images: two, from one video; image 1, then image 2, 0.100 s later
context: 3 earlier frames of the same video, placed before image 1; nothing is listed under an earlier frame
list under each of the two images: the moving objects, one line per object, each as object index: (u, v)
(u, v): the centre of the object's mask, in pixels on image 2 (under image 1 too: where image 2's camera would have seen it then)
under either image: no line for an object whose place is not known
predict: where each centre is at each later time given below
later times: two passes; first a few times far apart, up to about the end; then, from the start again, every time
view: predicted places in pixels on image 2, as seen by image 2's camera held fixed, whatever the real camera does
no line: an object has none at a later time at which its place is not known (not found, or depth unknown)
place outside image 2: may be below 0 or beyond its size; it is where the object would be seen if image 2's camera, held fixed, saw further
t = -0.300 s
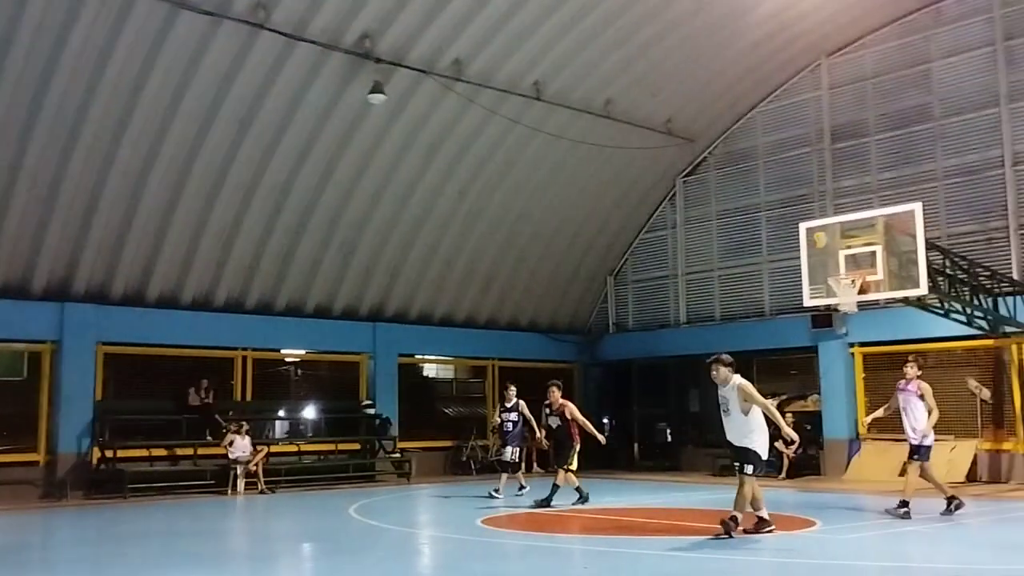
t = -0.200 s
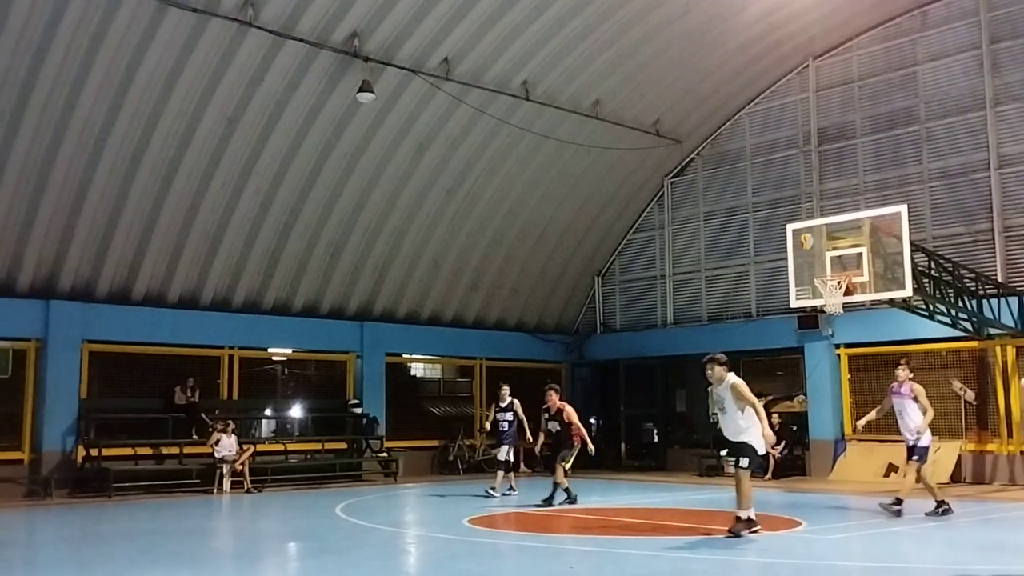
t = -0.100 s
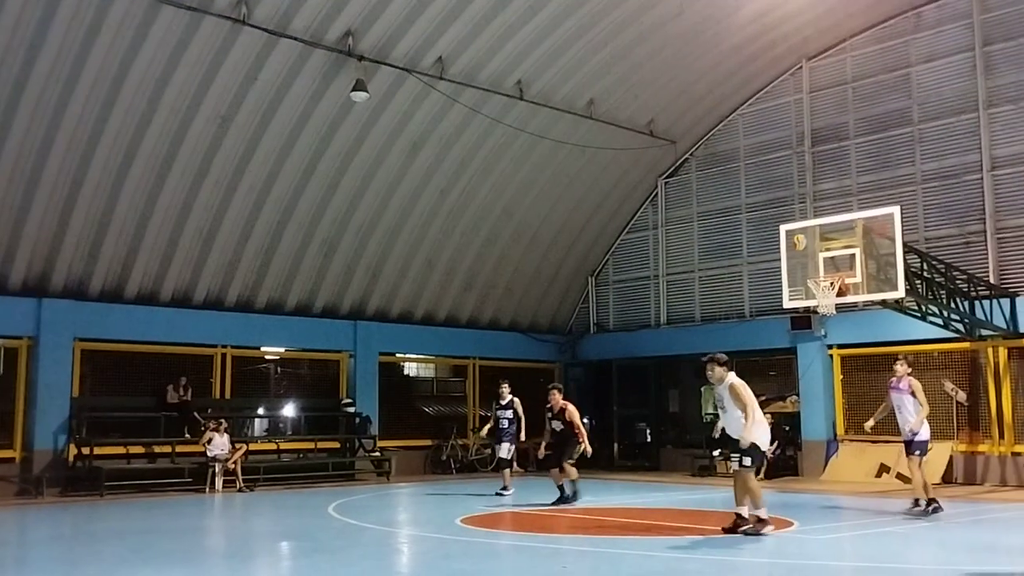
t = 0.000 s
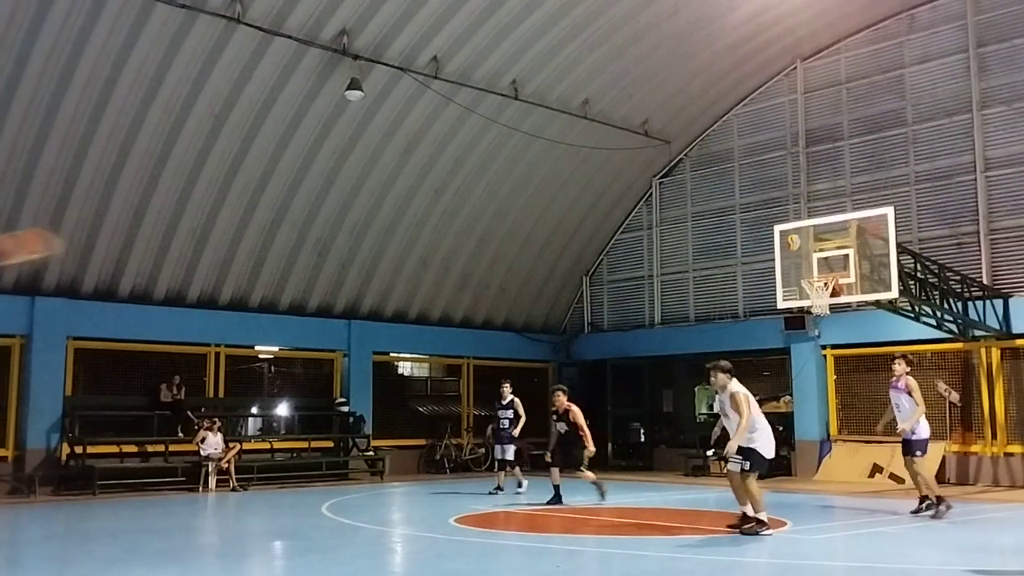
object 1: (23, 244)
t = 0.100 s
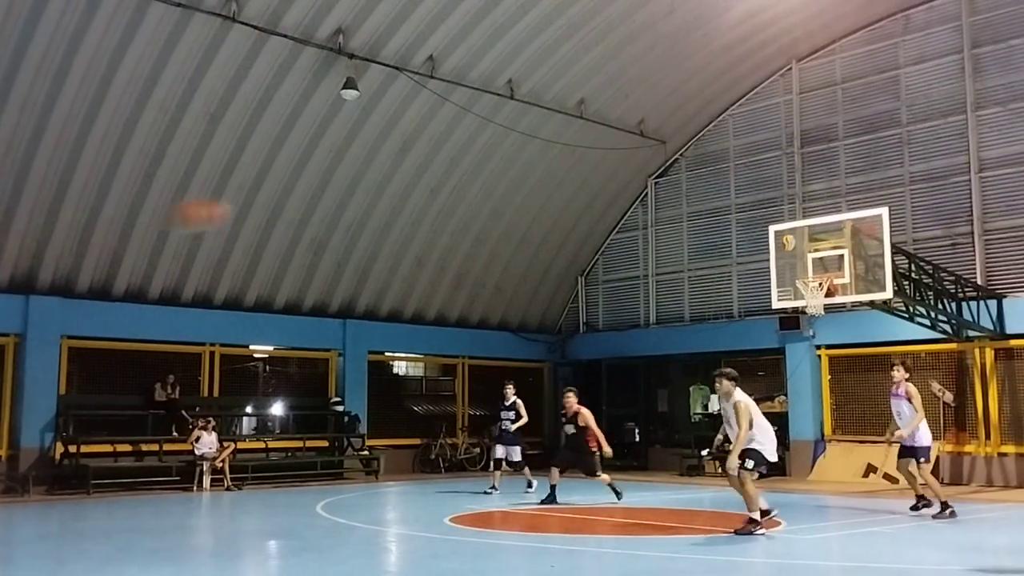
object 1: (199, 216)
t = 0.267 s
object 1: (426, 197)
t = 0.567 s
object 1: (678, 249)
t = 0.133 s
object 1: (252, 208)
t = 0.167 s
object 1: (300, 203)
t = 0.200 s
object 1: (347, 201)
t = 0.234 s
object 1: (386, 200)
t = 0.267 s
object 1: (426, 197)
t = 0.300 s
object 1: (459, 200)
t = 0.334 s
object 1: (494, 204)
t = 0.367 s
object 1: (524, 206)
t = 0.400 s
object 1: (554, 211)
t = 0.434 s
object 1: (581, 217)
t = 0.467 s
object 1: (608, 225)
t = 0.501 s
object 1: (633, 232)
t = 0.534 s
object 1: (657, 241)
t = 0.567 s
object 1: (678, 249)
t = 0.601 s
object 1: (702, 258)
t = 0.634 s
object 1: (722, 269)
